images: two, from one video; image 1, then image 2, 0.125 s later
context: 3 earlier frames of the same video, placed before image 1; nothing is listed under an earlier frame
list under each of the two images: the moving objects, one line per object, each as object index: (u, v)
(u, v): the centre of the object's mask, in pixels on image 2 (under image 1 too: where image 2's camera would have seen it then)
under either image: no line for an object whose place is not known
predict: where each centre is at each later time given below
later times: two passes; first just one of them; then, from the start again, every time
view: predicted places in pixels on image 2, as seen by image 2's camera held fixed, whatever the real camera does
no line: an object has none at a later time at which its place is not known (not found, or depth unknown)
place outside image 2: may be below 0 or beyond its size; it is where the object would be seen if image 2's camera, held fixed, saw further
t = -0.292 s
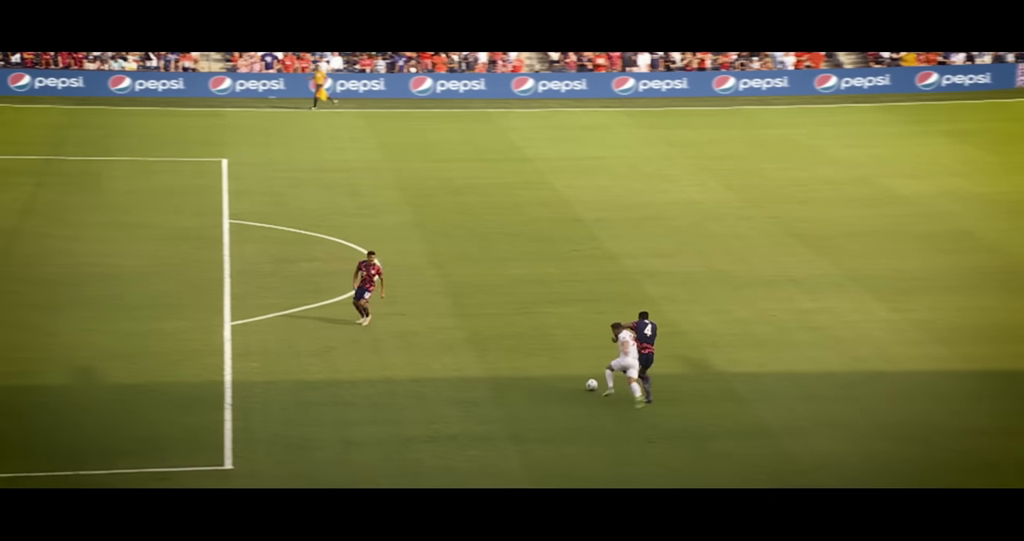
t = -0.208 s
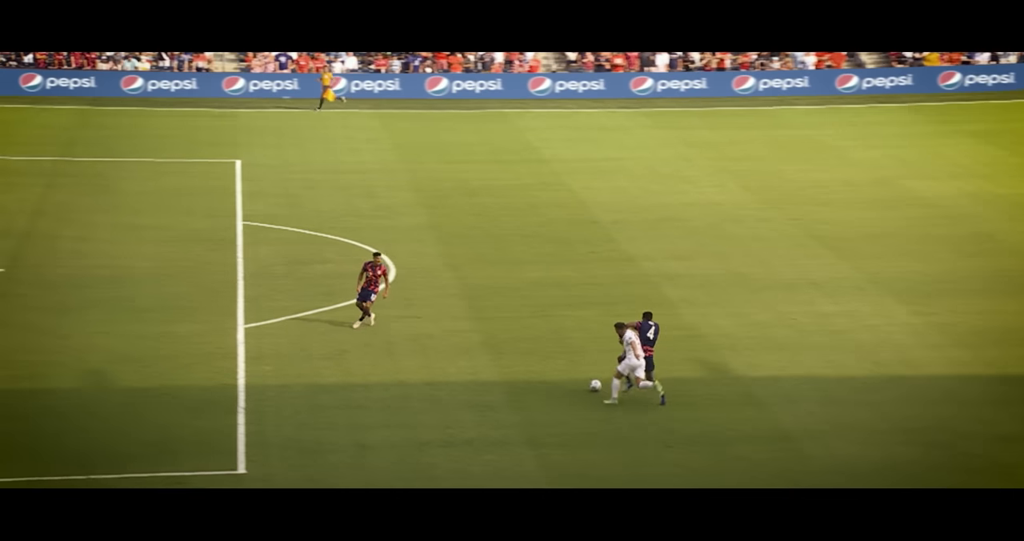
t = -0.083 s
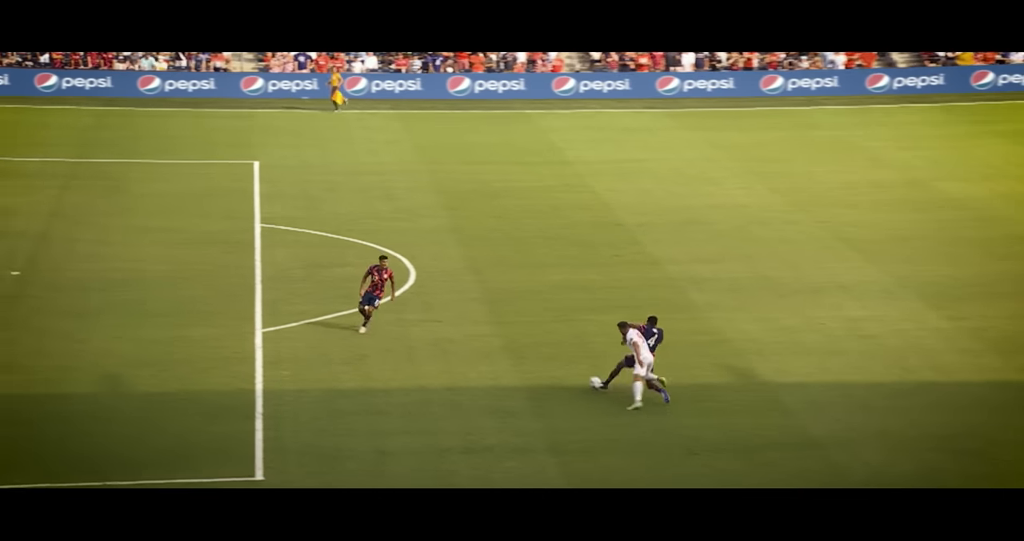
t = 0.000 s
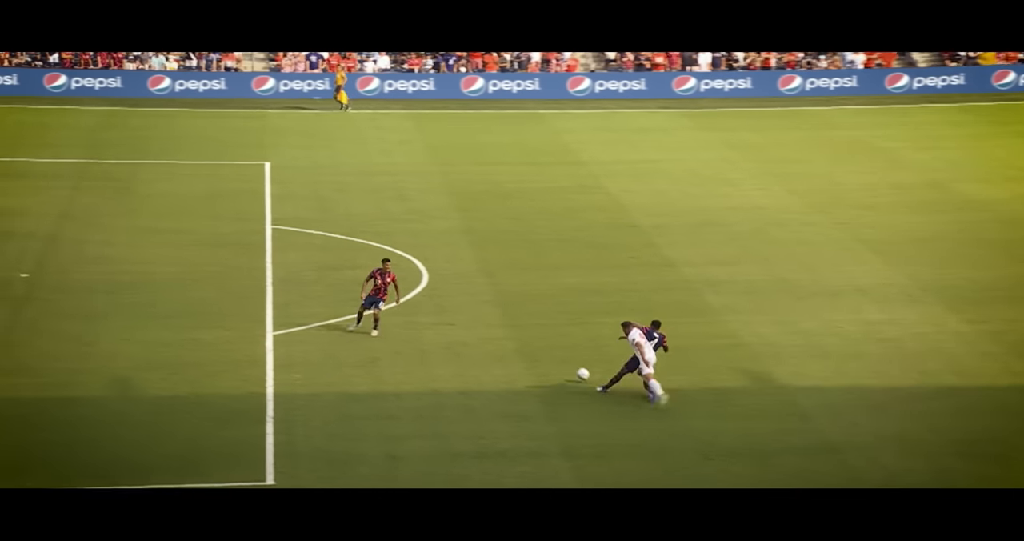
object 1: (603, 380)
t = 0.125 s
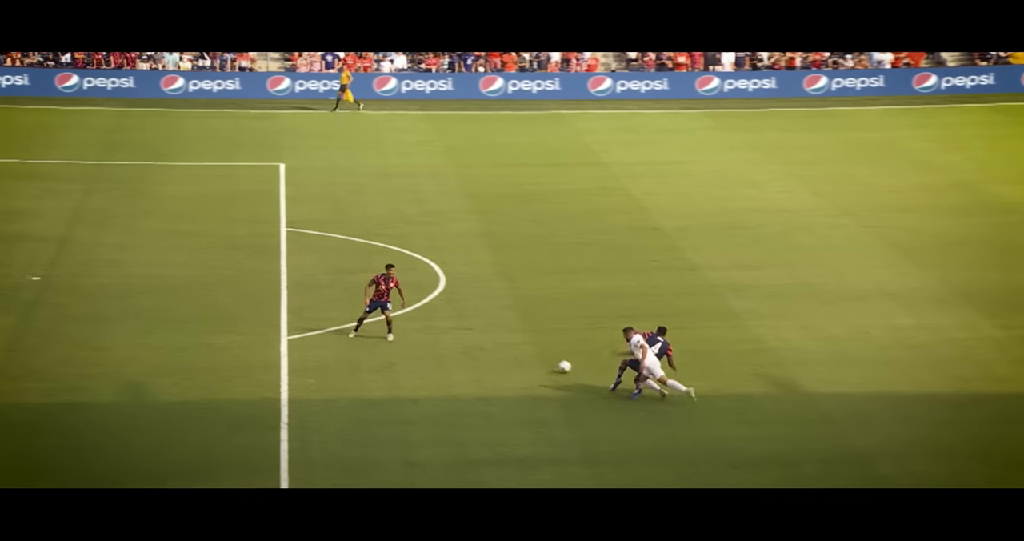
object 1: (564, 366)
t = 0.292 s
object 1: (520, 348)
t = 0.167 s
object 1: (552, 362)
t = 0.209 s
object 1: (542, 357)
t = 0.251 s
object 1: (531, 352)
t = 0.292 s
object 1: (520, 348)
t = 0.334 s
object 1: (510, 344)
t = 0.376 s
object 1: (500, 342)
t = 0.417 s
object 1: (490, 339)
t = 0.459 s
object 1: (481, 335)
